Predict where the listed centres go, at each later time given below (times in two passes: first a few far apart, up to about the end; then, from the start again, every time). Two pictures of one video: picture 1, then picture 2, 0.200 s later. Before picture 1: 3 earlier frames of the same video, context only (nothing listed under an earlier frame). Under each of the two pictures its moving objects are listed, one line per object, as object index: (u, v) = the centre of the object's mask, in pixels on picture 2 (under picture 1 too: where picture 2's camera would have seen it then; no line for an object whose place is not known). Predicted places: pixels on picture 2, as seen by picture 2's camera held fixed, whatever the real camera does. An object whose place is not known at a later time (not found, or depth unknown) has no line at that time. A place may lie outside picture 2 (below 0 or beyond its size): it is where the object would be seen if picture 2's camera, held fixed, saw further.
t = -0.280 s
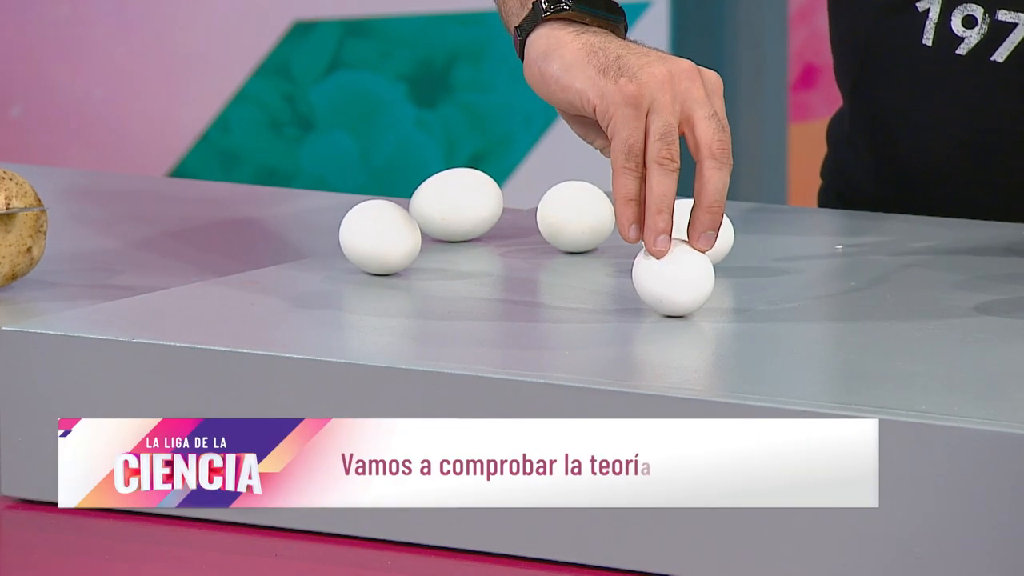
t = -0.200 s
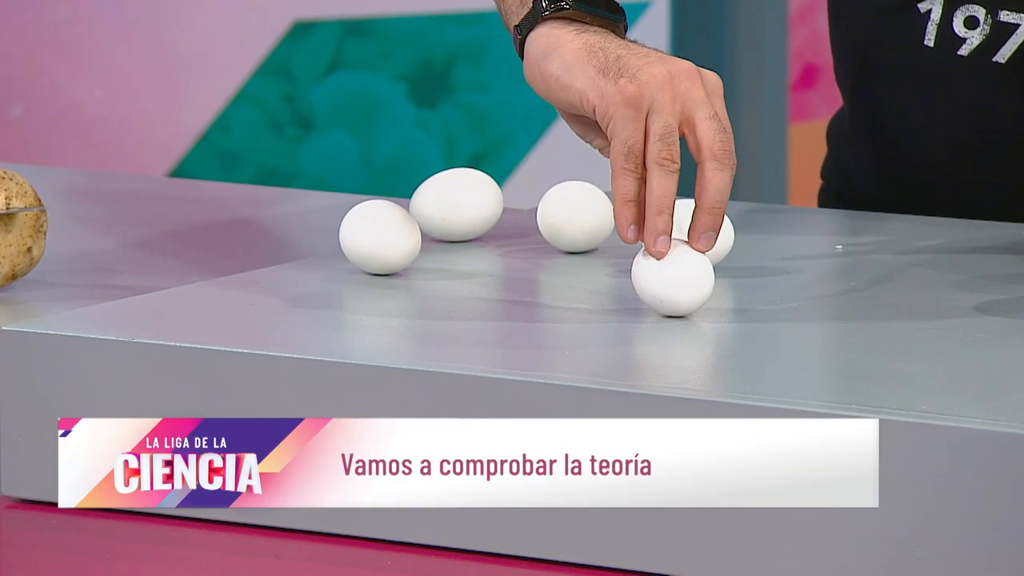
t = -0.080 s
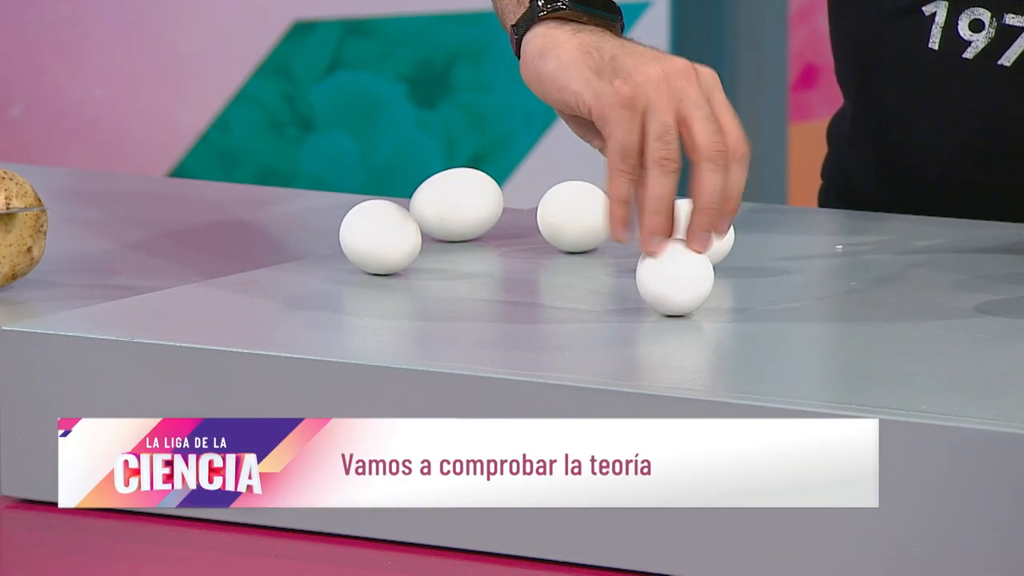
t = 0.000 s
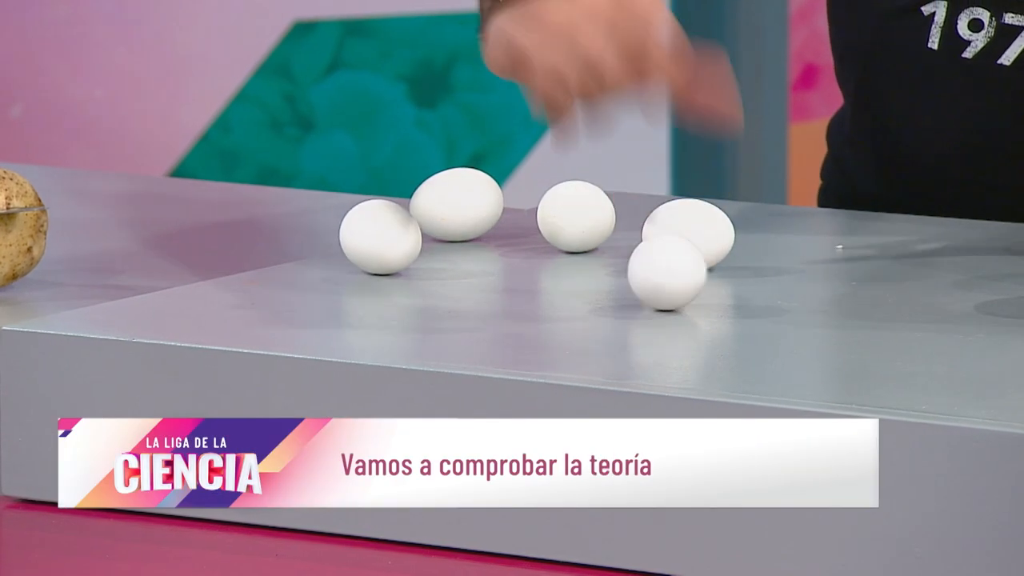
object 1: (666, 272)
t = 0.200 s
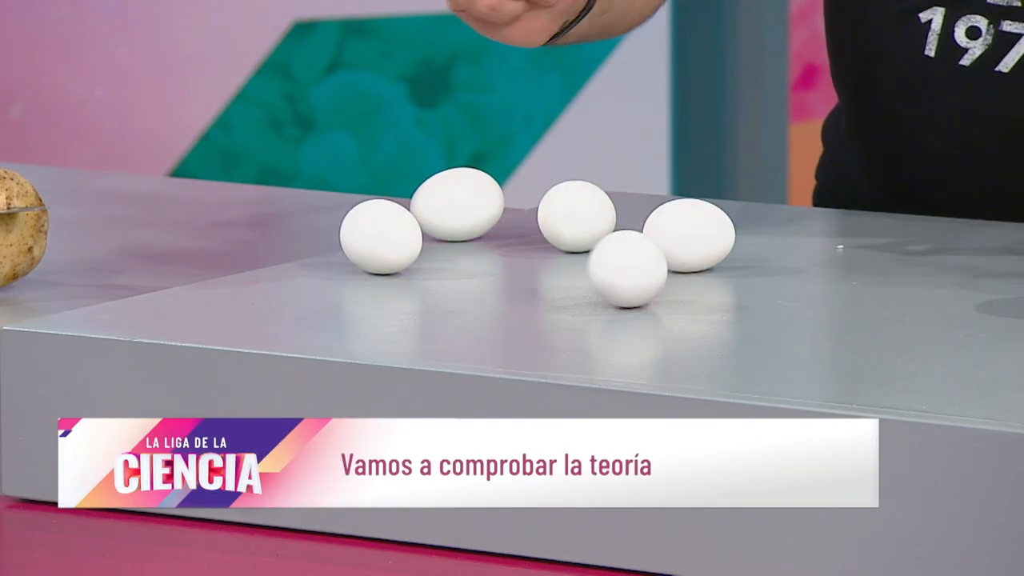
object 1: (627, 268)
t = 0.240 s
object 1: (618, 270)
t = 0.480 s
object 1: (607, 274)
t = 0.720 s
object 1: (628, 273)
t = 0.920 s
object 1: (619, 270)
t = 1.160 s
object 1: (615, 273)
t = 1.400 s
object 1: (620, 272)
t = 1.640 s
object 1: (612, 272)
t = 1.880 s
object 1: (611, 271)
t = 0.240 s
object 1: (618, 270)
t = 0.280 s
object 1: (611, 270)
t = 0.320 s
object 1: (607, 270)
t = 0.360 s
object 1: (605, 271)
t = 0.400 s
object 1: (605, 272)
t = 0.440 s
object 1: (606, 273)
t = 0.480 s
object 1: (607, 274)
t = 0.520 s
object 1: (611, 275)
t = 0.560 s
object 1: (617, 275)
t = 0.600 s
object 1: (622, 275)
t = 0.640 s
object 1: (626, 275)
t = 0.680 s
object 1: (627, 274)
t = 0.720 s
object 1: (628, 273)
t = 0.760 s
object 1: (630, 272)
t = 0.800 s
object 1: (628, 272)
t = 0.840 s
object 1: (625, 272)
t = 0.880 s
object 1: (621, 271)
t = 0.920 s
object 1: (619, 270)
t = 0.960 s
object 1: (618, 270)
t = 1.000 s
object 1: (614, 271)
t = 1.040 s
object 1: (612, 272)
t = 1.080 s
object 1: (610, 272)
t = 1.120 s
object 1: (612, 273)
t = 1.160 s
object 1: (615, 273)
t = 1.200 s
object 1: (616, 273)
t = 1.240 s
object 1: (617, 273)
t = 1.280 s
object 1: (619, 272)
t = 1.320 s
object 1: (621, 272)
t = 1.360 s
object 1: (622, 272)
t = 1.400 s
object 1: (620, 272)
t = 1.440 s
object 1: (618, 271)
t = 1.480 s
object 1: (616, 271)
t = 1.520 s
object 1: (616, 270)
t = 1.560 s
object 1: (615, 271)
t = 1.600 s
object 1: (613, 272)
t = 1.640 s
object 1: (612, 272)
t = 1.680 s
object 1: (612, 272)
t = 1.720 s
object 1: (613, 272)
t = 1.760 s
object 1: (613, 272)
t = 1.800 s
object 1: (612, 272)
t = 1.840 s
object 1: (611, 272)
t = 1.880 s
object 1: (611, 271)
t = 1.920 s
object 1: (611, 271)
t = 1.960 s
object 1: (611, 271)
